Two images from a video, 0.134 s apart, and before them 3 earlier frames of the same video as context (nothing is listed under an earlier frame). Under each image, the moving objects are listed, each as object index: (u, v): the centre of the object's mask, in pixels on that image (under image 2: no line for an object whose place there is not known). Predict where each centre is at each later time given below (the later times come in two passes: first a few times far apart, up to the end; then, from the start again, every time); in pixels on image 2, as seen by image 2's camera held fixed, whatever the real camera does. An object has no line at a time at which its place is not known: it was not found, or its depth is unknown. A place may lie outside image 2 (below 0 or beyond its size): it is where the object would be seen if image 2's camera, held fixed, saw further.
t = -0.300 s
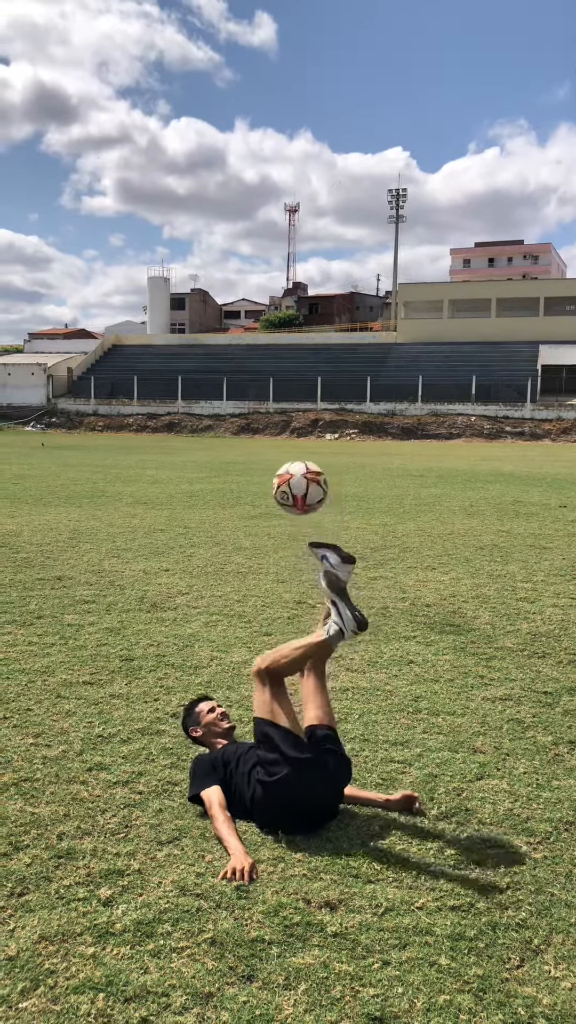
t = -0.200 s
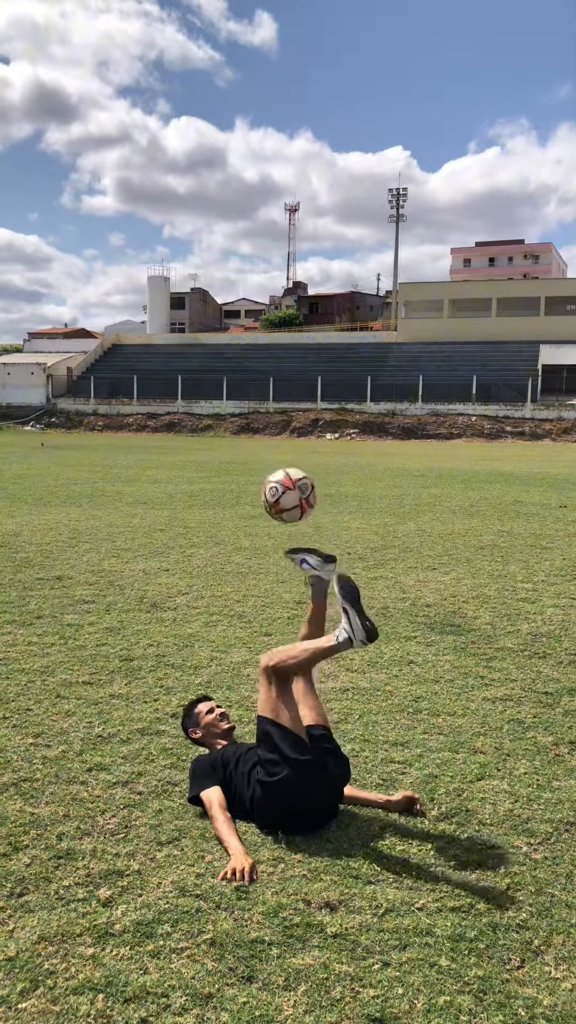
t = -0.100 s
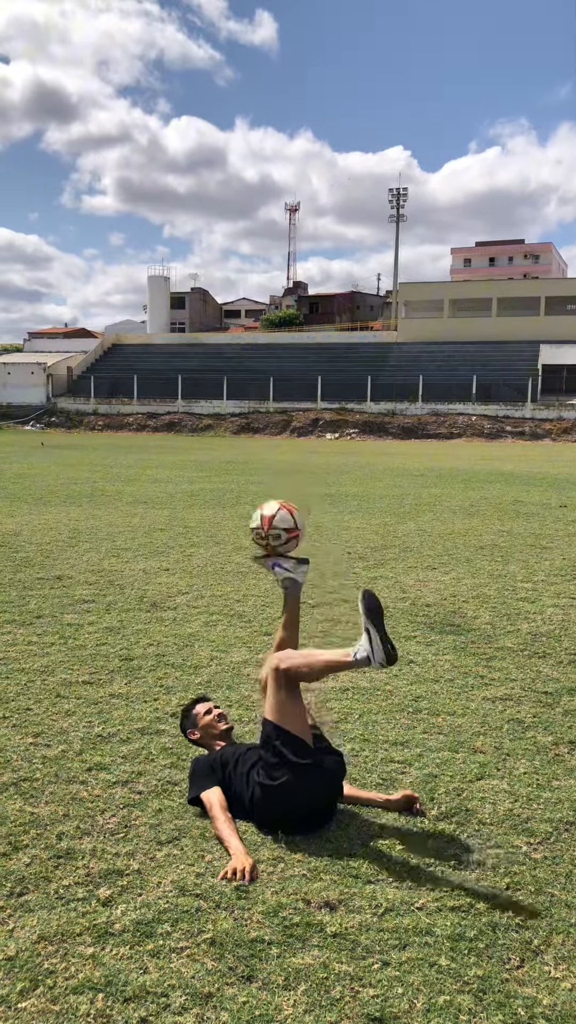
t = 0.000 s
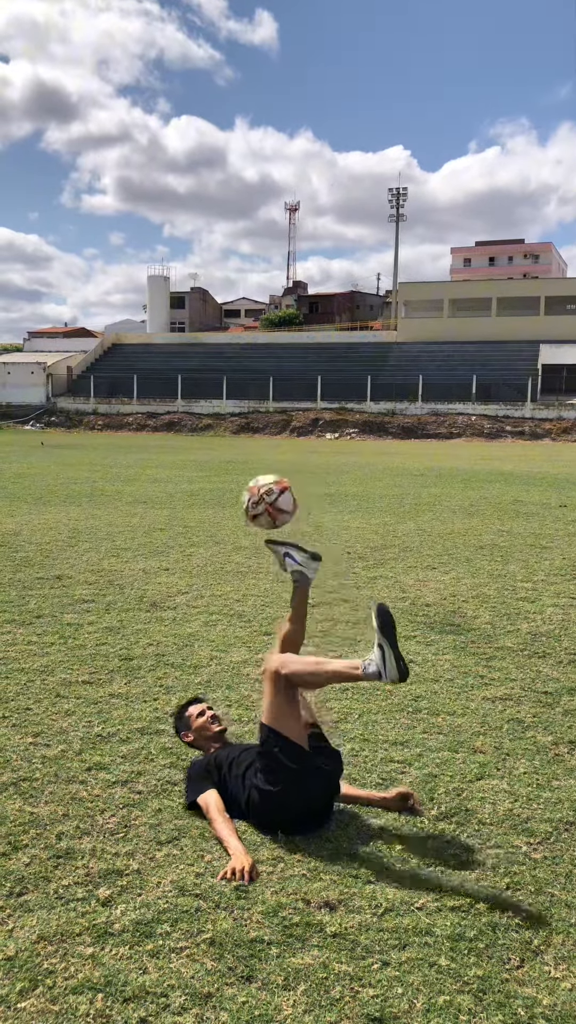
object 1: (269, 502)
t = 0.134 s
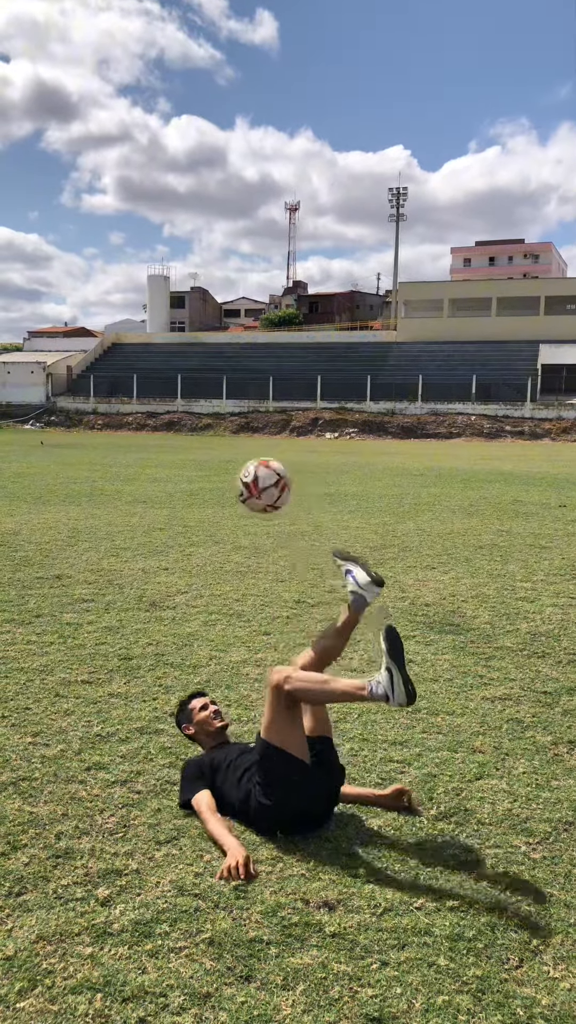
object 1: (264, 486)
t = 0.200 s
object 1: (261, 493)
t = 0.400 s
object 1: (248, 582)
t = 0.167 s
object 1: (262, 488)
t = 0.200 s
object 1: (261, 493)
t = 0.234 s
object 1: (260, 501)
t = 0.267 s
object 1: (257, 512)
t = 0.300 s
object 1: (254, 526)
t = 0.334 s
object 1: (252, 542)
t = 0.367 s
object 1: (251, 562)
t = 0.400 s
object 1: (248, 582)
